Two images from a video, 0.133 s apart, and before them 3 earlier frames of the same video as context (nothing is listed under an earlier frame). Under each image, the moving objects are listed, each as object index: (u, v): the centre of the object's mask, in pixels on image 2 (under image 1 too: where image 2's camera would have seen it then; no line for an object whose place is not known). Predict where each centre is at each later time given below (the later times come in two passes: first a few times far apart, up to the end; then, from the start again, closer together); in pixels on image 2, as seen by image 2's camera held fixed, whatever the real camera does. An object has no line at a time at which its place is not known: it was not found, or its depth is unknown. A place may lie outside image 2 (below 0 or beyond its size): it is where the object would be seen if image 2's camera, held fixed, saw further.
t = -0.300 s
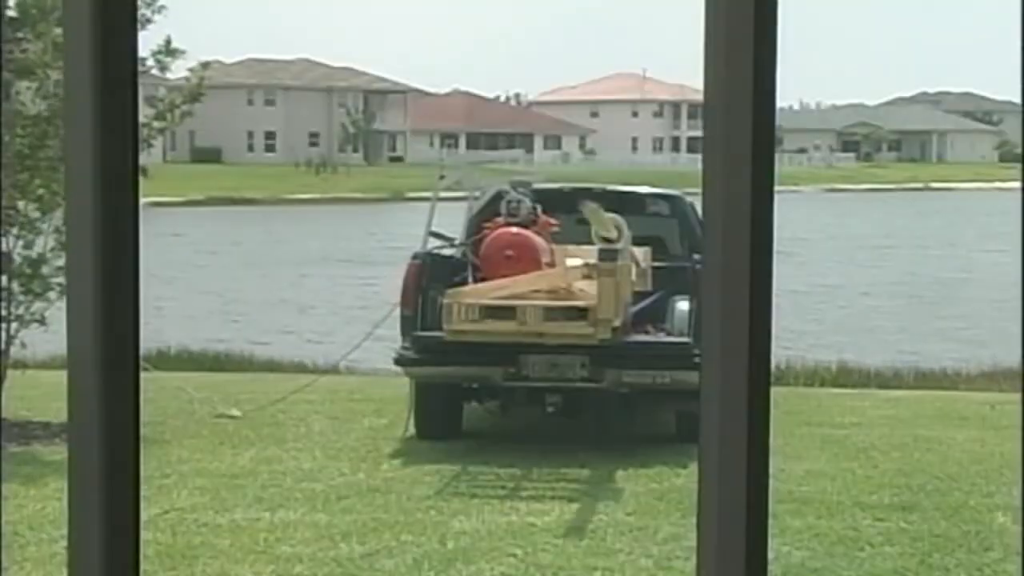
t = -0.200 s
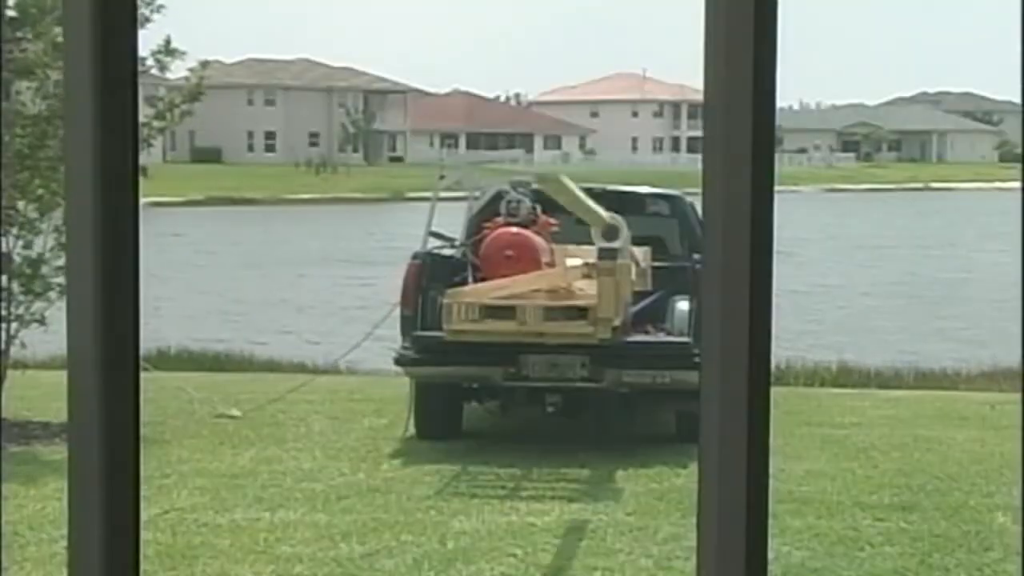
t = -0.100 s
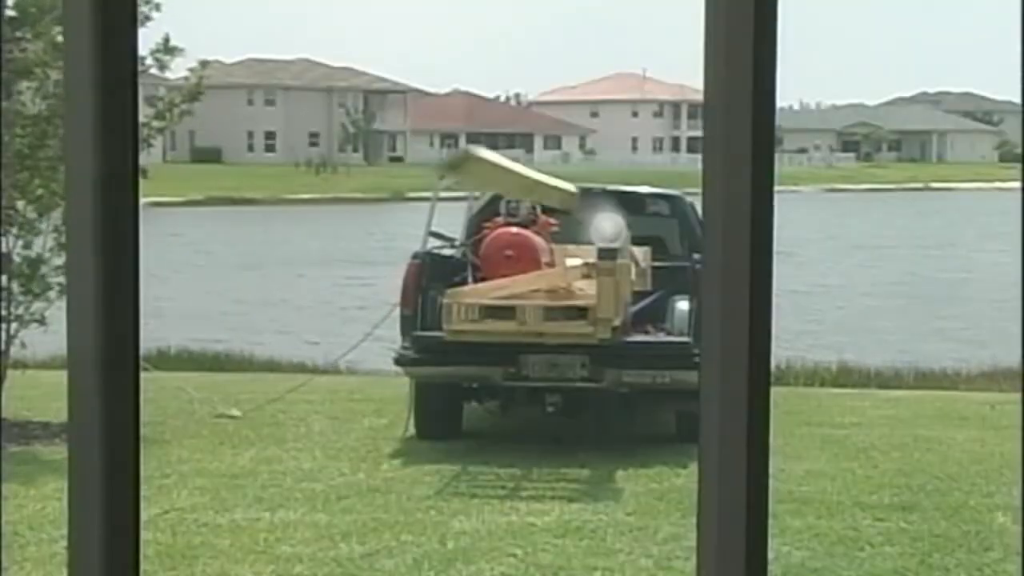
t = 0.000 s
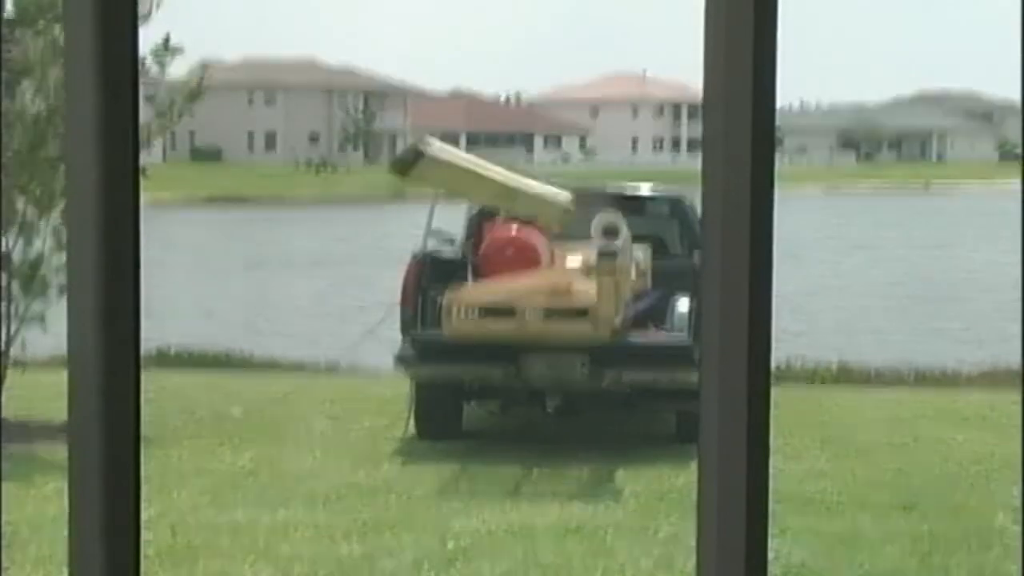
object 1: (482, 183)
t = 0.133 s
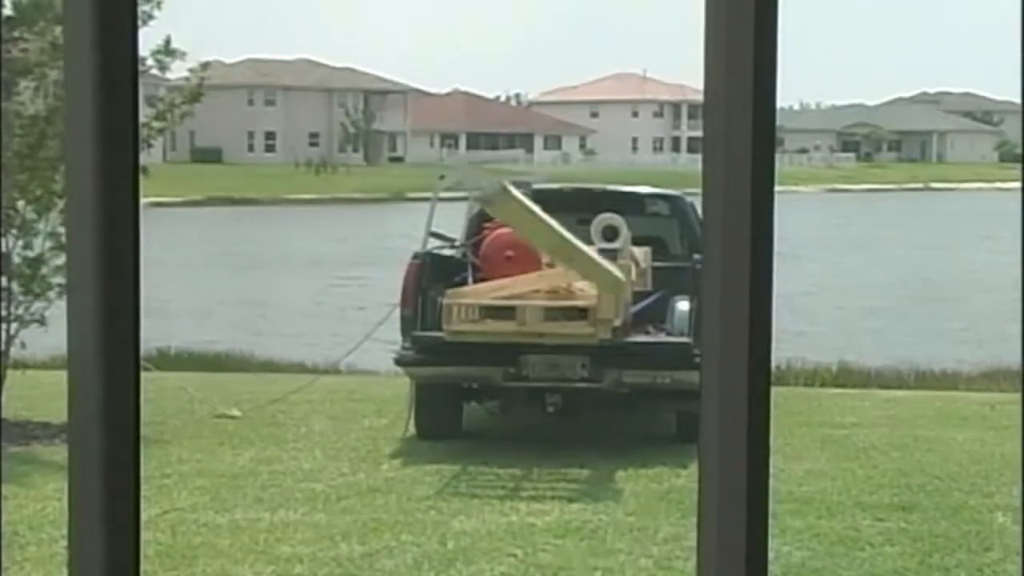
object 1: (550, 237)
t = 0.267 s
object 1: (594, 320)
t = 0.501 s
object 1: (603, 453)
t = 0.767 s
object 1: (555, 512)
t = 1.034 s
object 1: (549, 518)
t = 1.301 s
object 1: (549, 518)
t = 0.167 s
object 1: (561, 252)
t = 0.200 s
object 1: (575, 277)
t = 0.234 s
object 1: (585, 298)
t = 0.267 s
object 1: (594, 320)
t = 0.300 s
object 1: (604, 345)
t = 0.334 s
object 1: (611, 369)
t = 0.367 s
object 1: (615, 390)
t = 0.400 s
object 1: (618, 411)
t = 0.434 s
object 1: (618, 430)
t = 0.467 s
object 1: (612, 442)
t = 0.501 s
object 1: (603, 453)
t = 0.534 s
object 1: (601, 465)
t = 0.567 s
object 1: (587, 478)
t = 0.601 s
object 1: (574, 497)
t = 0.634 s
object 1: (572, 509)
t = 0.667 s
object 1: (568, 515)
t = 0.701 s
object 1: (555, 520)
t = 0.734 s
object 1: (553, 516)
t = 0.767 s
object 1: (555, 512)
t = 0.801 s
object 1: (554, 512)
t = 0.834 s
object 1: (557, 512)
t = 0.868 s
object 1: (557, 514)
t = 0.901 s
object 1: (554, 516)
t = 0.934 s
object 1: (547, 520)
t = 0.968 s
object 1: (548, 519)
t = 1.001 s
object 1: (550, 518)
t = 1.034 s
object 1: (549, 518)
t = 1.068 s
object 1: (549, 518)
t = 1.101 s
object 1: (550, 518)
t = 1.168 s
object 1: (550, 518)
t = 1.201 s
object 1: (550, 518)
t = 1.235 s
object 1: (550, 518)
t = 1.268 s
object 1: (549, 518)
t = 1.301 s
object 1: (549, 518)
